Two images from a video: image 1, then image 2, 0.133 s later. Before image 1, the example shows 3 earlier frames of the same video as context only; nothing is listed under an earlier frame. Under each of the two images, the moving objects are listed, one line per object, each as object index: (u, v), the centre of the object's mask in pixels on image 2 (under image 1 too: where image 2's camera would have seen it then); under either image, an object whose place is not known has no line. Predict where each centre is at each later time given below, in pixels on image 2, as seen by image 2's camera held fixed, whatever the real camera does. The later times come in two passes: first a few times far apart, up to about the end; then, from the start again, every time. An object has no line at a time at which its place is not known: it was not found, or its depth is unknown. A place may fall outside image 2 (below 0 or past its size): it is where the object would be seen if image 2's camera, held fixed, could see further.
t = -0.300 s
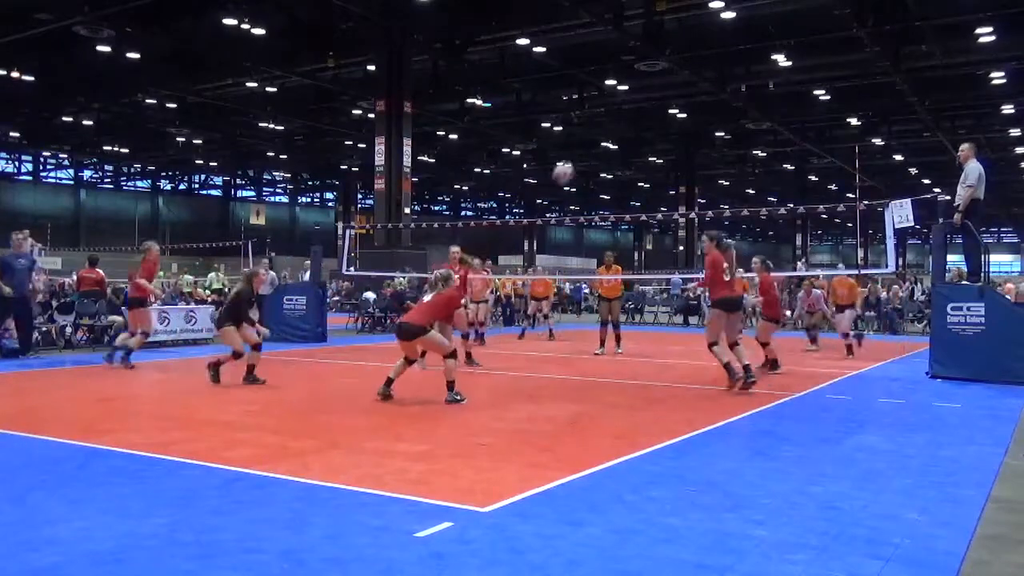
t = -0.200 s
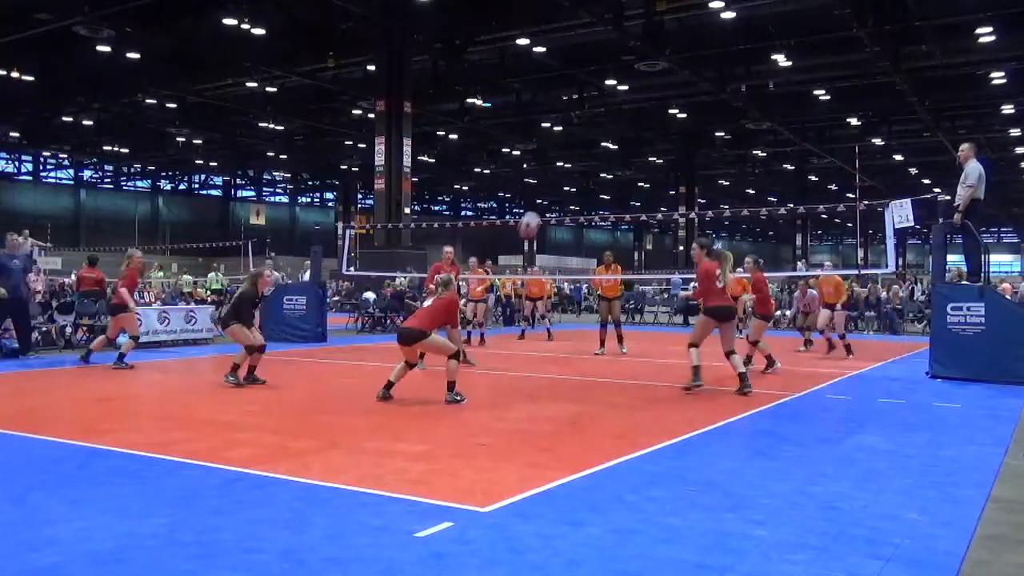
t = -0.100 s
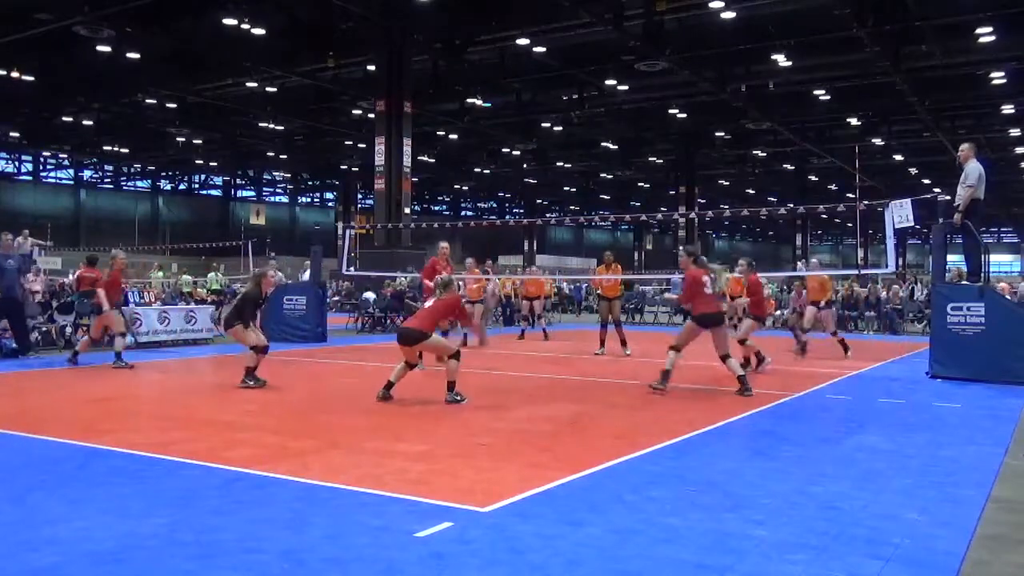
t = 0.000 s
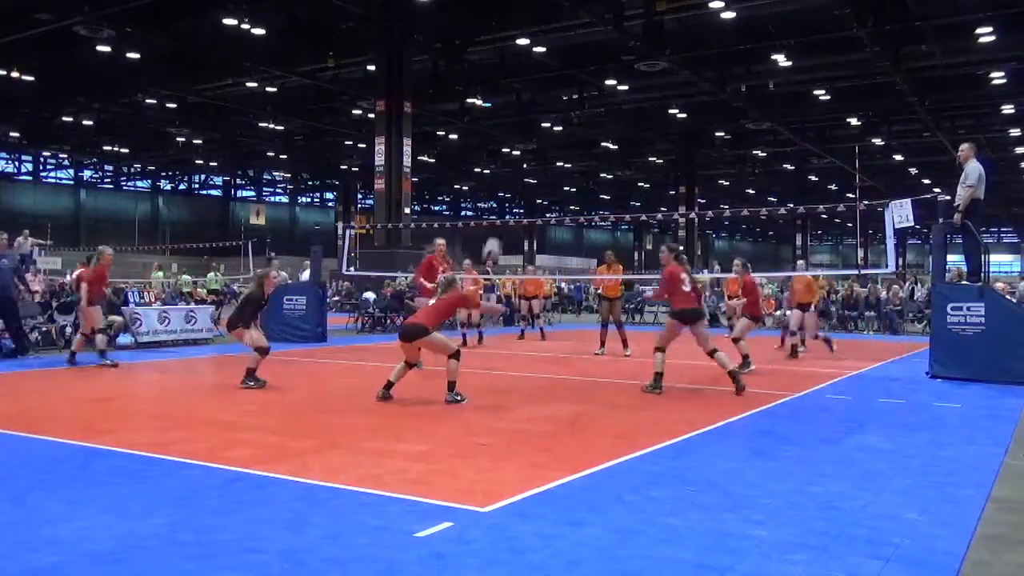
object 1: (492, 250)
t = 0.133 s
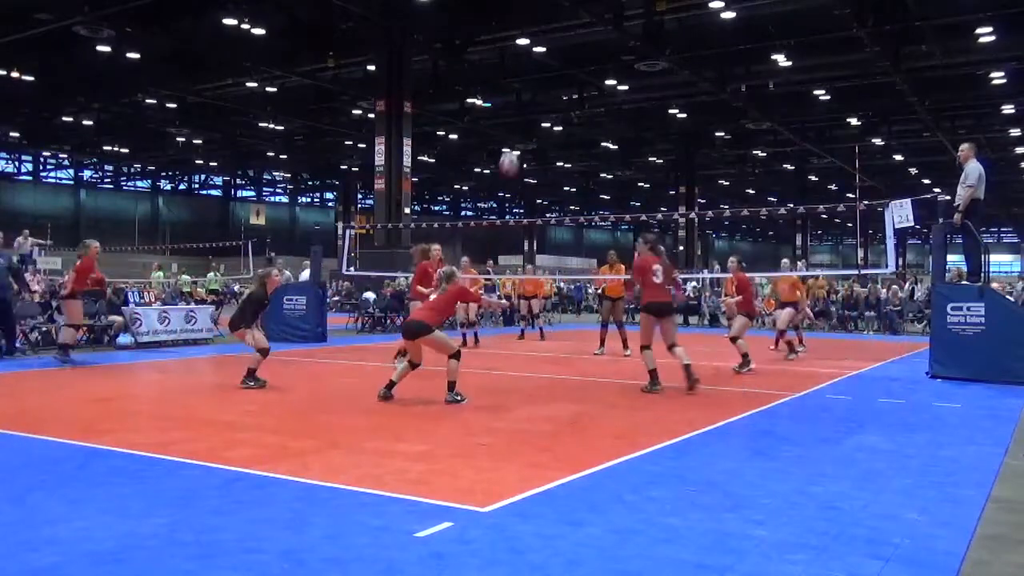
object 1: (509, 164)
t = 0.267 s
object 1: (526, 97)
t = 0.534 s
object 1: (551, 26)
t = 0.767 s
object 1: (570, 16)
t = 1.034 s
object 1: (587, 53)
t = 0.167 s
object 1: (514, 142)
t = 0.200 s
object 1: (518, 128)
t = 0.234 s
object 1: (521, 113)
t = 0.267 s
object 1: (526, 97)
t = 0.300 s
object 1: (529, 84)
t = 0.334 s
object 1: (533, 73)
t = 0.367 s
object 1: (537, 62)
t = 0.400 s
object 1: (540, 53)
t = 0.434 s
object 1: (543, 44)
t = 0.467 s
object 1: (545, 37)
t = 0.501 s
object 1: (549, 31)
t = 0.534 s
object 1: (551, 26)
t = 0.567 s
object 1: (554, 22)
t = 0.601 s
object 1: (557, 19)
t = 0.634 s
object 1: (560, 16)
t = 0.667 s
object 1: (563, 15)
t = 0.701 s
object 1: (565, 15)
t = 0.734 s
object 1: (568, 15)
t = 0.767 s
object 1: (570, 16)
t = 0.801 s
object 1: (572, 18)
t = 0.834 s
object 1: (574, 21)
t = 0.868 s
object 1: (577, 25)
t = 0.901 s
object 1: (578, 28)
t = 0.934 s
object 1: (581, 34)
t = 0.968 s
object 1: (583, 40)
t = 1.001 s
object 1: (585, 46)
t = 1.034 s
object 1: (587, 53)
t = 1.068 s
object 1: (589, 61)
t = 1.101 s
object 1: (591, 69)
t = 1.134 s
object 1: (592, 78)
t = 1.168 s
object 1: (594, 88)
